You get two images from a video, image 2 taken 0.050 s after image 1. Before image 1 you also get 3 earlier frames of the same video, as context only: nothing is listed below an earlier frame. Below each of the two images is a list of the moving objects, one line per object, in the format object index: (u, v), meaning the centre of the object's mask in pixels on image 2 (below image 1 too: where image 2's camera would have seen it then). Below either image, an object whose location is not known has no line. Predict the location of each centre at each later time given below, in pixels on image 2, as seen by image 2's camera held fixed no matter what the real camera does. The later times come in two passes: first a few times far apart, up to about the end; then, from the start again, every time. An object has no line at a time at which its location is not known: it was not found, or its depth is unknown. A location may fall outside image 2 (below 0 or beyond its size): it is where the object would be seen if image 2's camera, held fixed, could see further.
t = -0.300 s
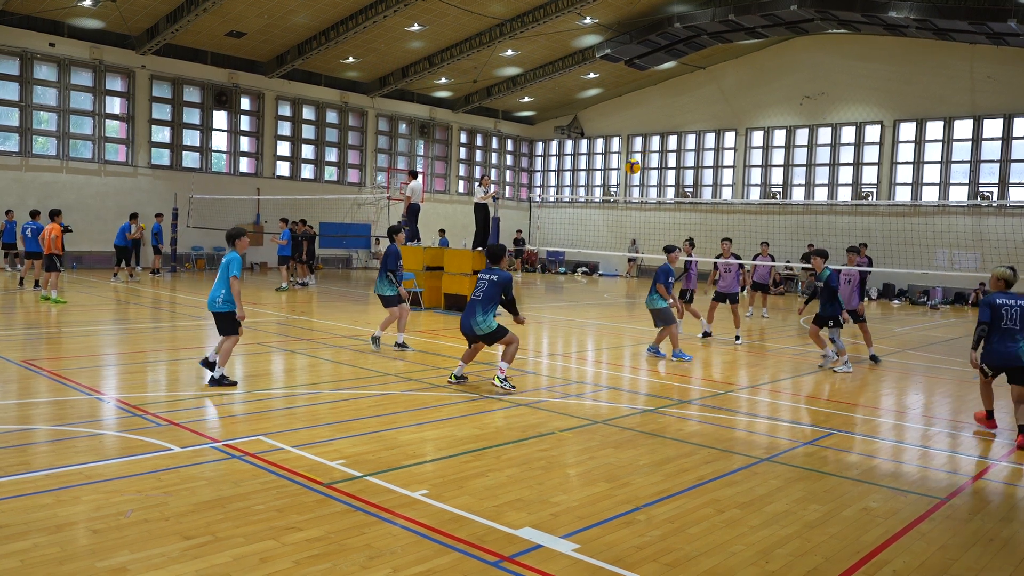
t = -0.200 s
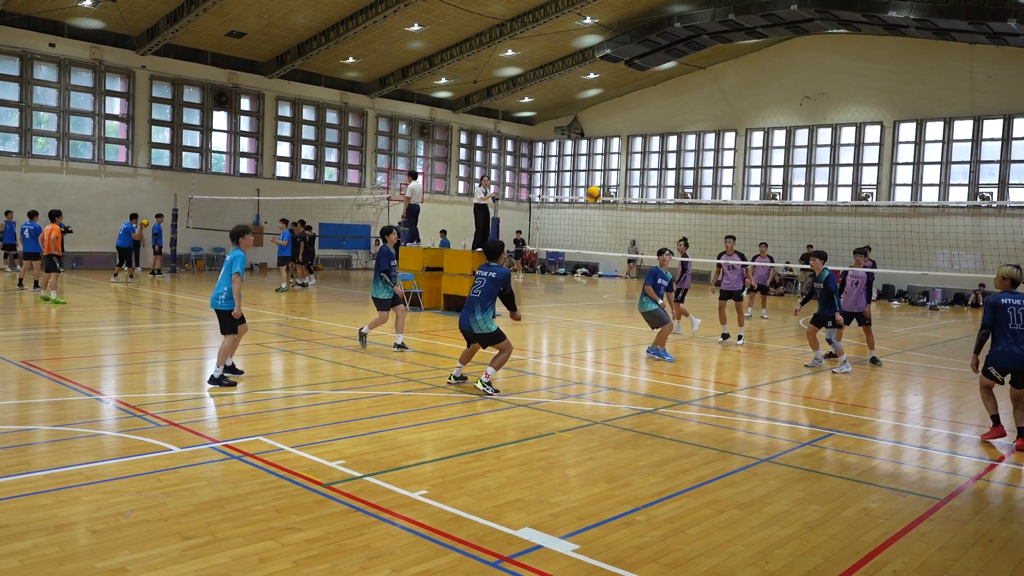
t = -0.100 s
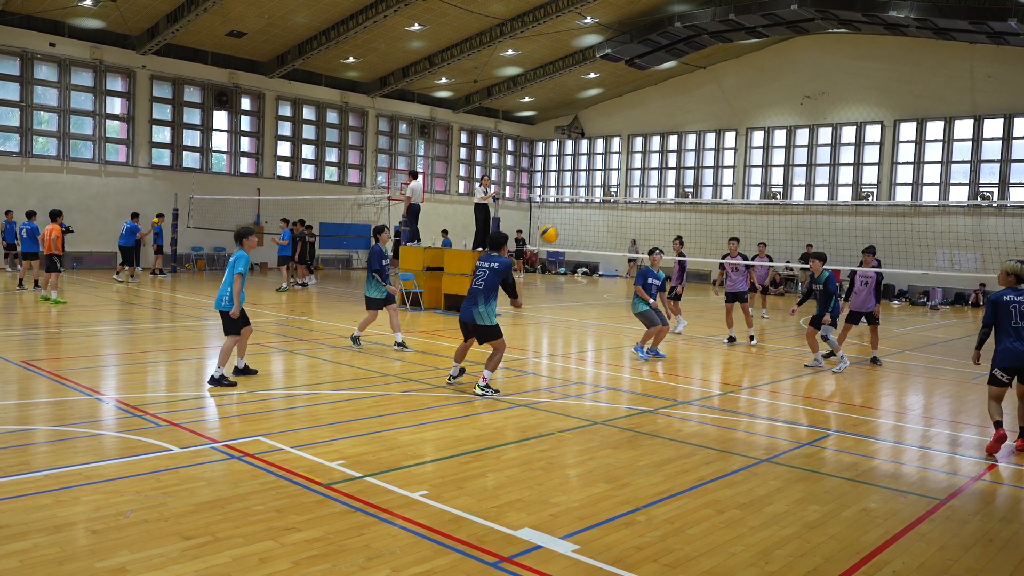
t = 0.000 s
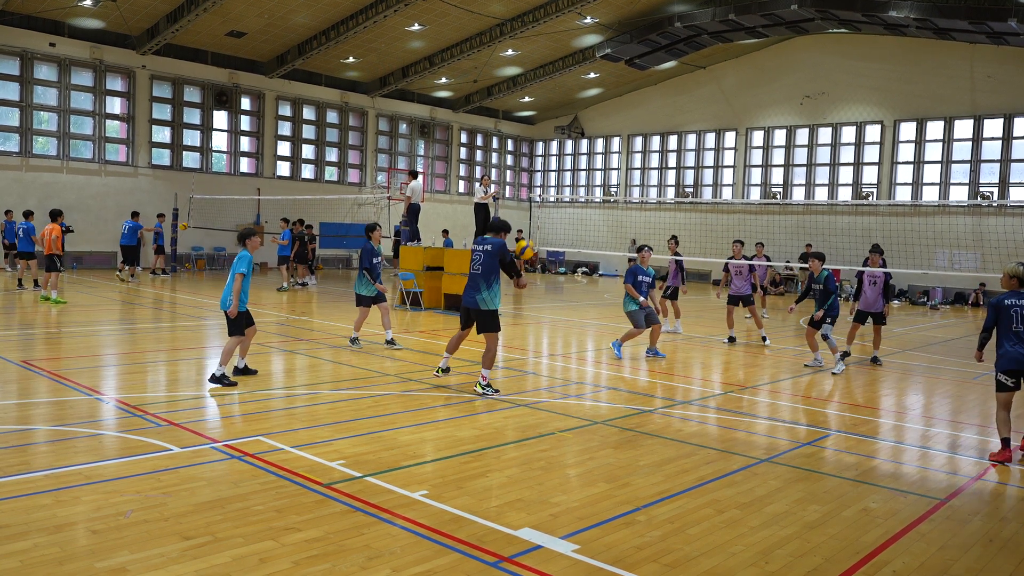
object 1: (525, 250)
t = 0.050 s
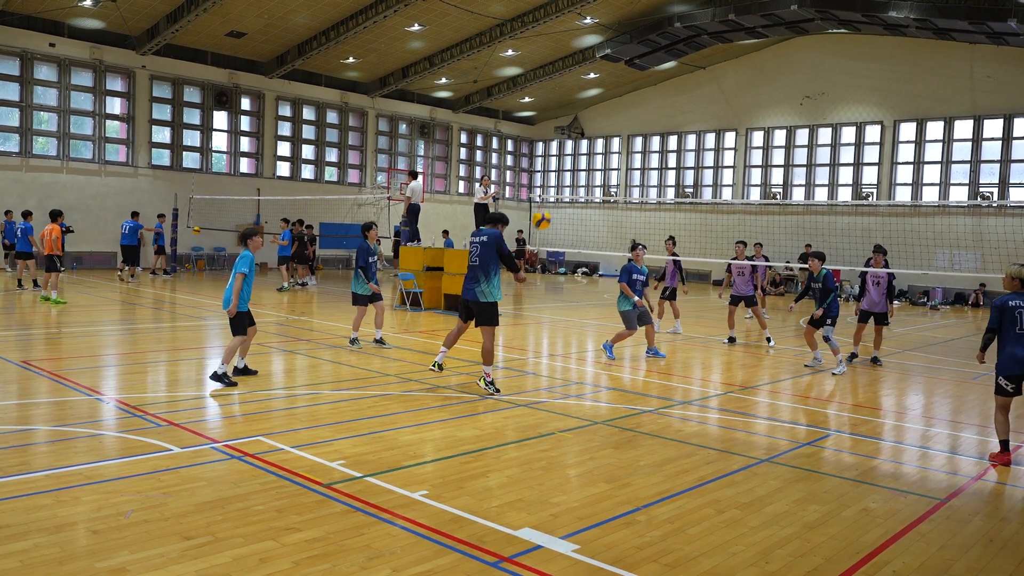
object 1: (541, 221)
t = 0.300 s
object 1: (616, 114)
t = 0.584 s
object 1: (686, 67)
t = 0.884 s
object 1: (747, 90)
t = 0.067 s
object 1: (547, 211)
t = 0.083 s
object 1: (552, 202)
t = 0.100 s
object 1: (557, 193)
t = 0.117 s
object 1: (562, 185)
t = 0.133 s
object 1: (567, 177)
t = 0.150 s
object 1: (573, 169)
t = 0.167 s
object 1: (578, 162)
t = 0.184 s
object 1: (582, 154)
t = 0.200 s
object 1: (588, 147)
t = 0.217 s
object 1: (593, 141)
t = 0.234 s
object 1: (597, 135)
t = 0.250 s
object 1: (602, 129)
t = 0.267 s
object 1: (607, 124)
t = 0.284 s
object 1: (612, 119)
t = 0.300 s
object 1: (616, 114)
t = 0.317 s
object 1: (621, 109)
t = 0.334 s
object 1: (625, 105)
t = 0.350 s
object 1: (629, 100)
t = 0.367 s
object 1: (634, 96)
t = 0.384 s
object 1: (638, 92)
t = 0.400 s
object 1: (642, 89)
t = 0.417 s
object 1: (647, 86)
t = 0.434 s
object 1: (651, 83)
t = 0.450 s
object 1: (655, 80)
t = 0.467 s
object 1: (659, 78)
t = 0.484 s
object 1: (663, 76)
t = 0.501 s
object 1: (667, 74)
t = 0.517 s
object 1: (671, 72)
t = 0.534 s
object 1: (674, 71)
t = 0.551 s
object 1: (678, 69)
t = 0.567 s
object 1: (682, 68)
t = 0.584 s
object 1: (686, 67)
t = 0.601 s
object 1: (690, 67)
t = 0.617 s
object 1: (694, 66)
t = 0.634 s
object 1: (697, 66)
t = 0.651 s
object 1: (700, 66)
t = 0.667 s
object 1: (704, 67)
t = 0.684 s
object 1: (708, 67)
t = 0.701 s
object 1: (711, 68)
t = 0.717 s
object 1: (714, 69)
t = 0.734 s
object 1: (718, 70)
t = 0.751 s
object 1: (721, 72)
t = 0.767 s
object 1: (725, 73)
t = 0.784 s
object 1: (728, 75)
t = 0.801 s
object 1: (732, 77)
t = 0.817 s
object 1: (735, 80)
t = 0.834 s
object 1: (738, 82)
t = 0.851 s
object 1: (741, 85)
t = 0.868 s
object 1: (744, 87)
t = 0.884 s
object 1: (747, 90)
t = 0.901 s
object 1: (750, 94)
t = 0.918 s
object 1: (753, 97)
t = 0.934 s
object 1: (756, 101)
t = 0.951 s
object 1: (759, 105)
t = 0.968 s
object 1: (762, 109)
